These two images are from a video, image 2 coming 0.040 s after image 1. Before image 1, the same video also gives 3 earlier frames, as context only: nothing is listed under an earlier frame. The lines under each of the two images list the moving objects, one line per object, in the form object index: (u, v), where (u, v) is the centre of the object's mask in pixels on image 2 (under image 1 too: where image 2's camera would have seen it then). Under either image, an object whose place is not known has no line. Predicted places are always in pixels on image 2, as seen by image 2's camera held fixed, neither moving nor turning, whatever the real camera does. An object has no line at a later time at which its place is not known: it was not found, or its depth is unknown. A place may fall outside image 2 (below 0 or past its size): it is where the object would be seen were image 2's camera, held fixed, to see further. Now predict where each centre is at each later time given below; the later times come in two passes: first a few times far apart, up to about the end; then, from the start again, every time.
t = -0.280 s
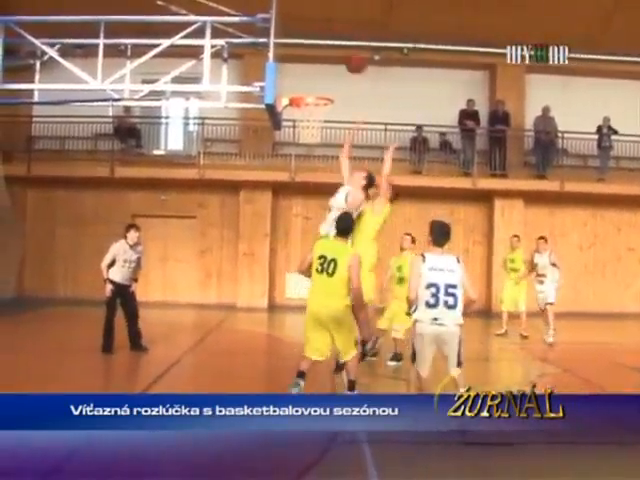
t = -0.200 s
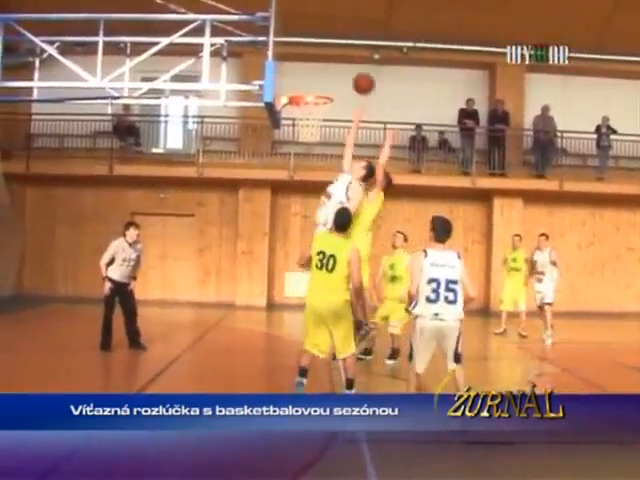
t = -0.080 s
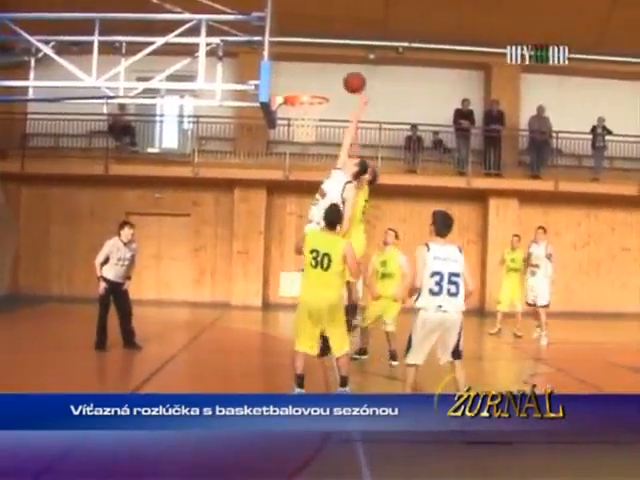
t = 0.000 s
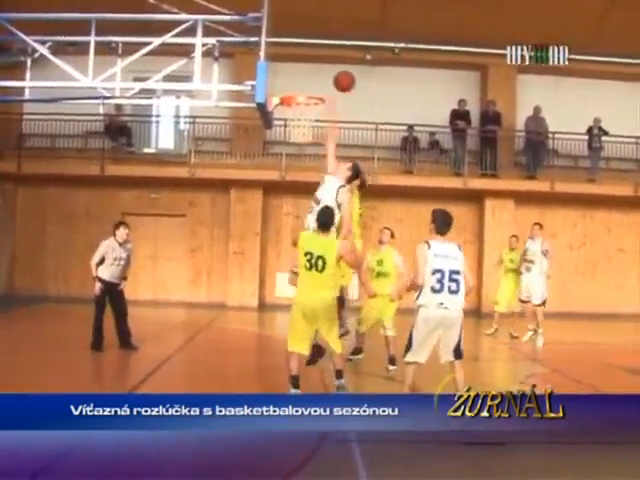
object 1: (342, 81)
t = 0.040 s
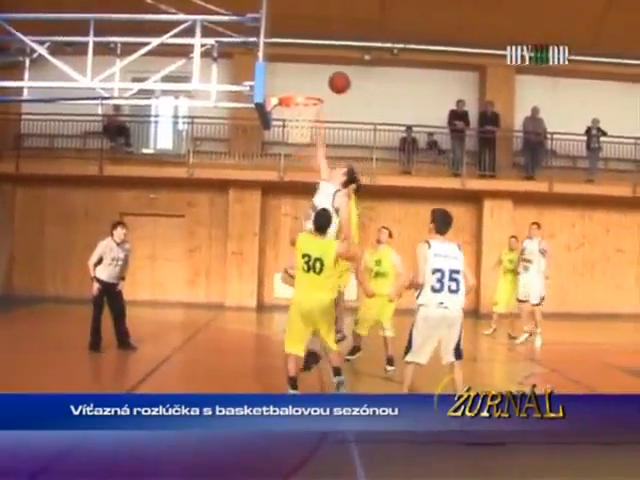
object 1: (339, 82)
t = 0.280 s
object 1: (336, 91)
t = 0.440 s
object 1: (345, 109)
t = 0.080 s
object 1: (335, 85)
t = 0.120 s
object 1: (331, 88)
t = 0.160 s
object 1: (329, 92)
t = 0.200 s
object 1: (331, 90)
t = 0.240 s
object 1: (333, 90)
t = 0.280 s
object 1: (336, 91)
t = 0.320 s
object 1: (338, 93)
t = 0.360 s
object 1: (341, 97)
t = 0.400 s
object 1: (343, 102)
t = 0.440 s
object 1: (345, 109)
